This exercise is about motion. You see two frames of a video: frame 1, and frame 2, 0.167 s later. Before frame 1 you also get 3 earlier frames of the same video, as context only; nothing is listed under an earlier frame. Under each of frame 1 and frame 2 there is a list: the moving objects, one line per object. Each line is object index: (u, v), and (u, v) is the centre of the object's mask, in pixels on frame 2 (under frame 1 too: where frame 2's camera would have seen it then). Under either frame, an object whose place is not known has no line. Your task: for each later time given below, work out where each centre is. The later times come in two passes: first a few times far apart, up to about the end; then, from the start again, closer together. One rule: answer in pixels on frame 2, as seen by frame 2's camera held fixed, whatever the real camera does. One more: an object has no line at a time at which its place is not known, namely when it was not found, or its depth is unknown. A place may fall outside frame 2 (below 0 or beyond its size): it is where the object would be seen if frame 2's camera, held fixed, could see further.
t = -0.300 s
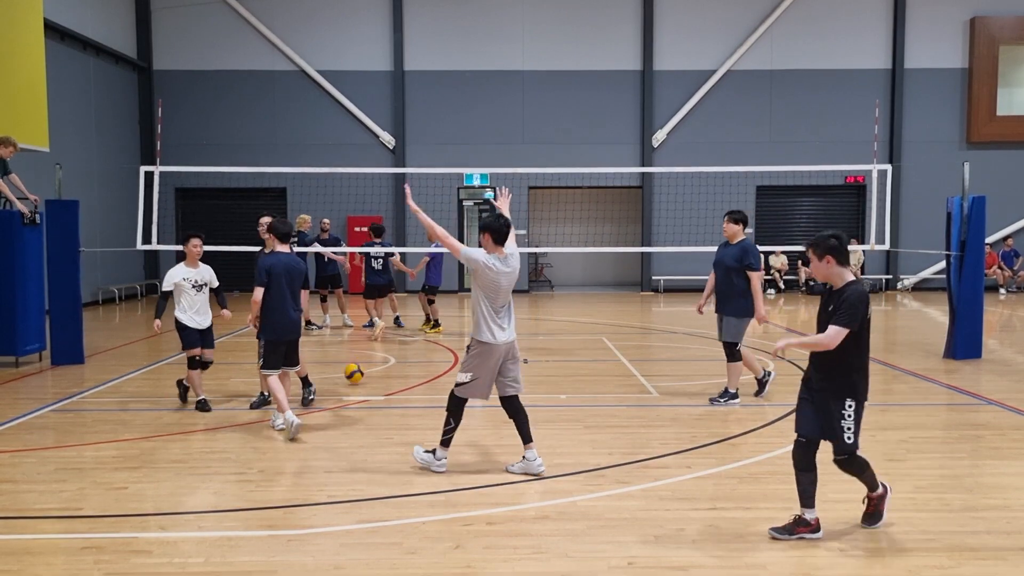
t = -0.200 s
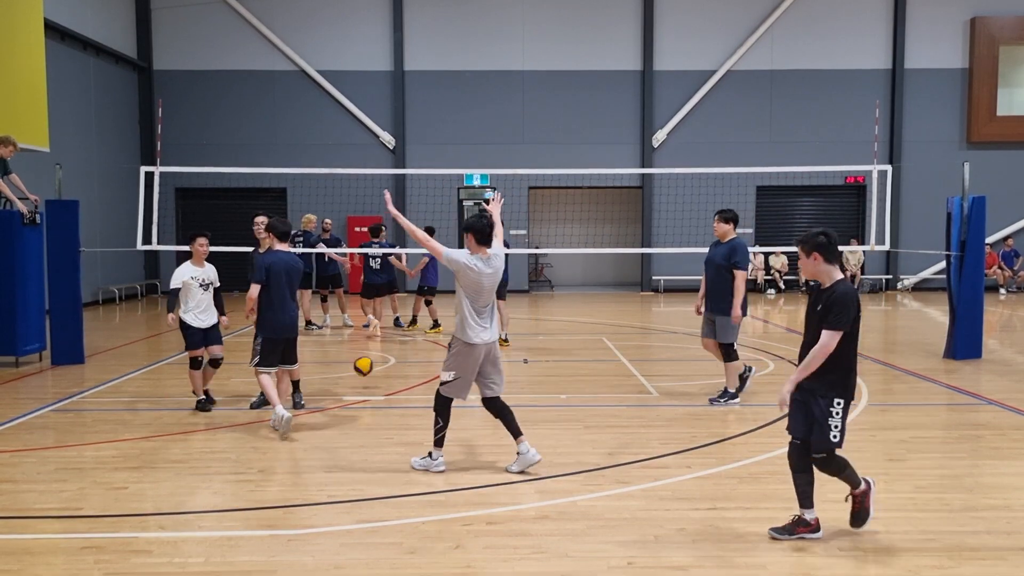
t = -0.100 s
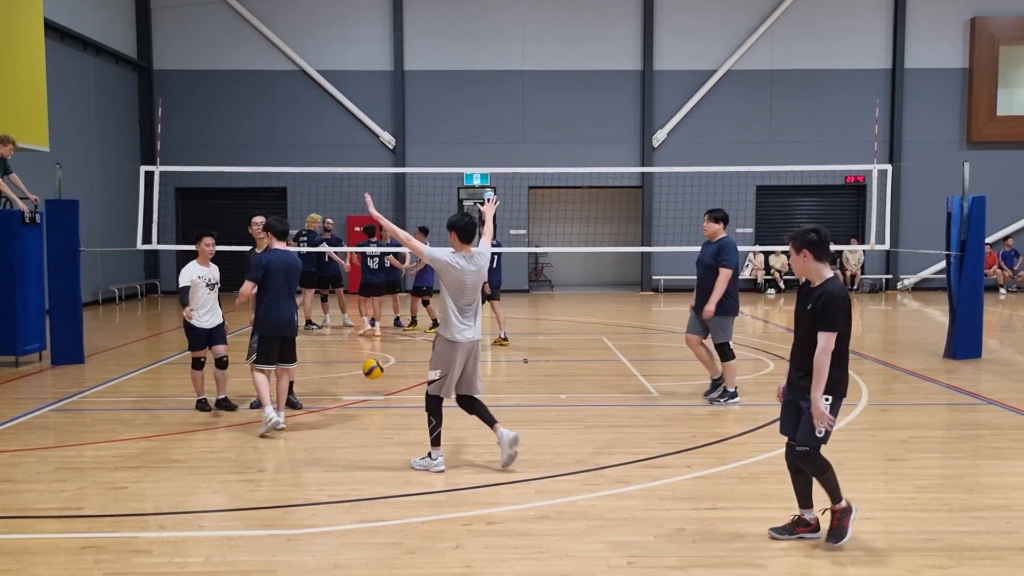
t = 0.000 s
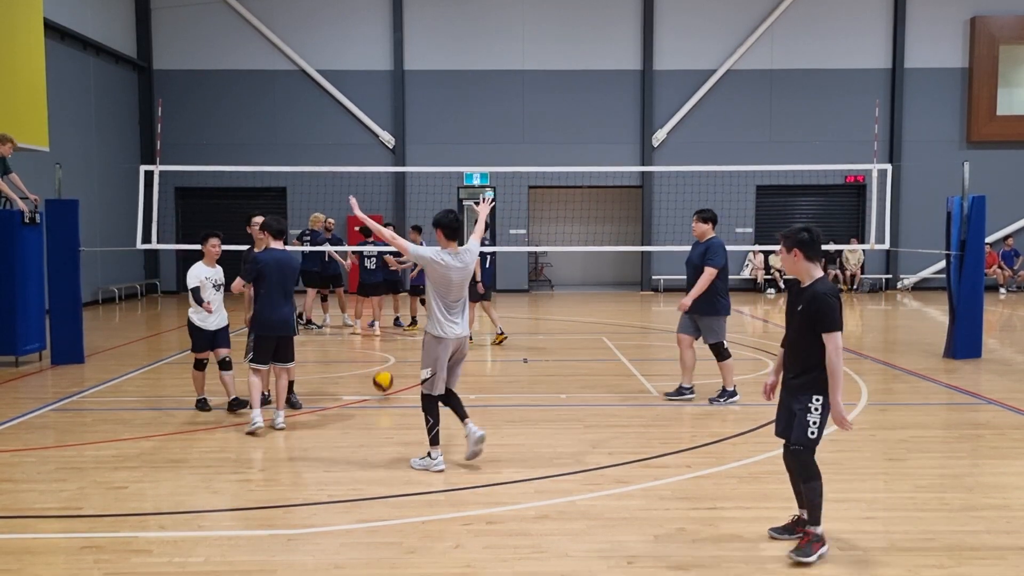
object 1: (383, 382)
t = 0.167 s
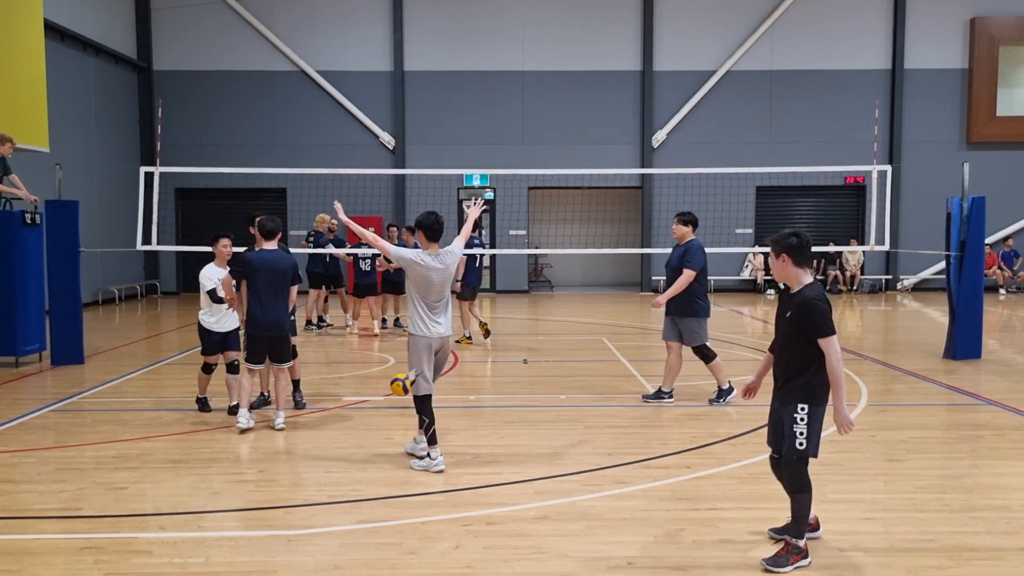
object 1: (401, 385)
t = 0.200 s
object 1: (402, 386)
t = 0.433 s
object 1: (435, 407)
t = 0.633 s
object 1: (462, 421)
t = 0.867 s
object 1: (501, 435)
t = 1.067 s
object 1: (537, 451)
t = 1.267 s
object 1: (579, 472)
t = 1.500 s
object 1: (638, 502)
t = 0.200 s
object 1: (402, 386)
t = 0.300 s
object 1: (424, 396)
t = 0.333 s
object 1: (424, 399)
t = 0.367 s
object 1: (426, 407)
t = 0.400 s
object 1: (430, 409)
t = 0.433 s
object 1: (435, 407)
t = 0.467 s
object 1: (439, 406)
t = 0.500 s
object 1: (444, 406)
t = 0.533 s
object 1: (448, 408)
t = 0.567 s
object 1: (453, 411)
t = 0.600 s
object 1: (457, 415)
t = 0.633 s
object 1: (462, 421)
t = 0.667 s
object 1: (468, 428)
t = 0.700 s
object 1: (473, 426)
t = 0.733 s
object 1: (478, 425)
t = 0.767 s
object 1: (483, 425)
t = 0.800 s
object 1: (489, 427)
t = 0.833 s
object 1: (494, 430)
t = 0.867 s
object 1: (501, 435)
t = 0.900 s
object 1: (506, 441)
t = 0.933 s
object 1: (512, 448)
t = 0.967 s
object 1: (517, 447)
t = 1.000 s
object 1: (524, 447)
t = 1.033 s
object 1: (530, 448)
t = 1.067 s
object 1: (537, 451)
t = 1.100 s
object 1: (544, 456)
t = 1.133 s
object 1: (551, 463)
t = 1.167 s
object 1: (558, 469)
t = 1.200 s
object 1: (564, 468)
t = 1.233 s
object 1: (572, 469)
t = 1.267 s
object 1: (579, 472)
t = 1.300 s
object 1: (587, 477)
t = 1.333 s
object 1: (595, 484)
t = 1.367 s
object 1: (603, 492)
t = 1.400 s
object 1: (611, 491)
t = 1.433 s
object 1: (620, 493)
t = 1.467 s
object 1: (629, 496)
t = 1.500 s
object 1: (638, 502)
